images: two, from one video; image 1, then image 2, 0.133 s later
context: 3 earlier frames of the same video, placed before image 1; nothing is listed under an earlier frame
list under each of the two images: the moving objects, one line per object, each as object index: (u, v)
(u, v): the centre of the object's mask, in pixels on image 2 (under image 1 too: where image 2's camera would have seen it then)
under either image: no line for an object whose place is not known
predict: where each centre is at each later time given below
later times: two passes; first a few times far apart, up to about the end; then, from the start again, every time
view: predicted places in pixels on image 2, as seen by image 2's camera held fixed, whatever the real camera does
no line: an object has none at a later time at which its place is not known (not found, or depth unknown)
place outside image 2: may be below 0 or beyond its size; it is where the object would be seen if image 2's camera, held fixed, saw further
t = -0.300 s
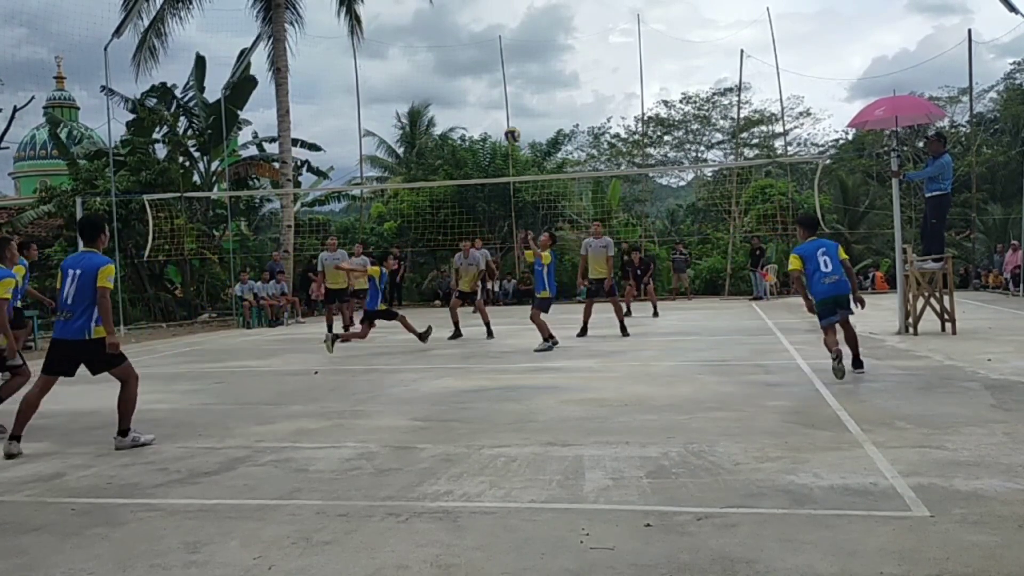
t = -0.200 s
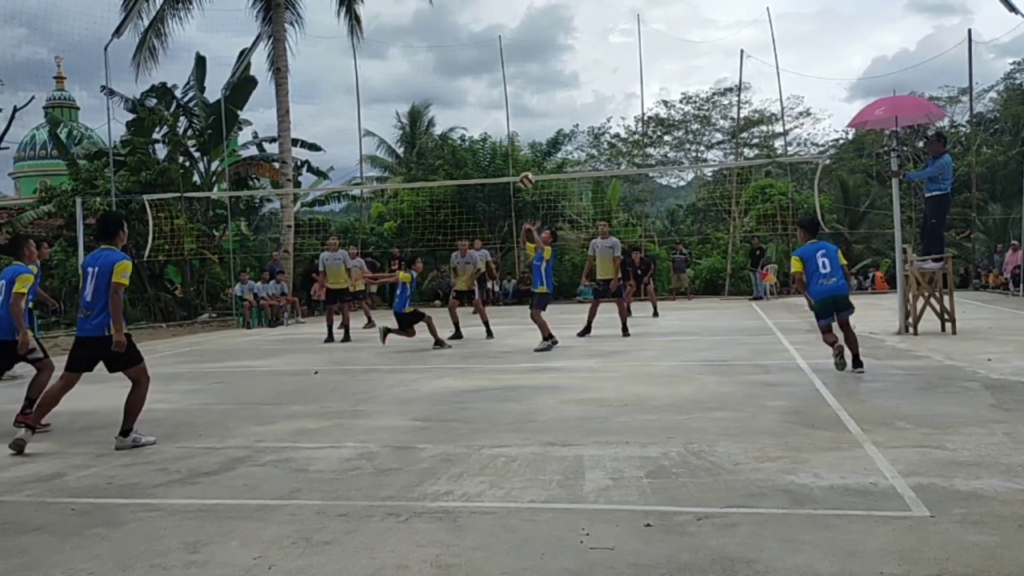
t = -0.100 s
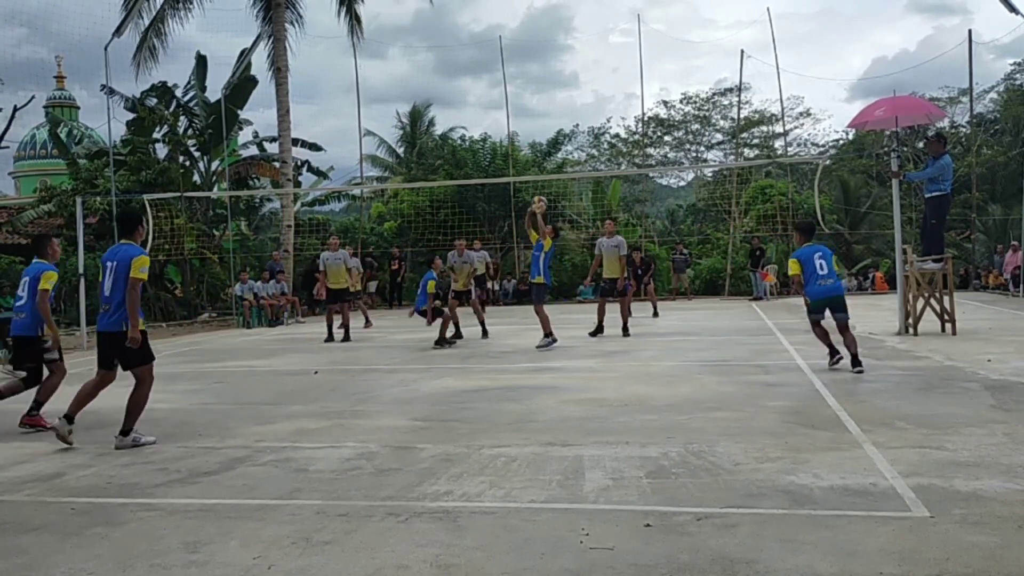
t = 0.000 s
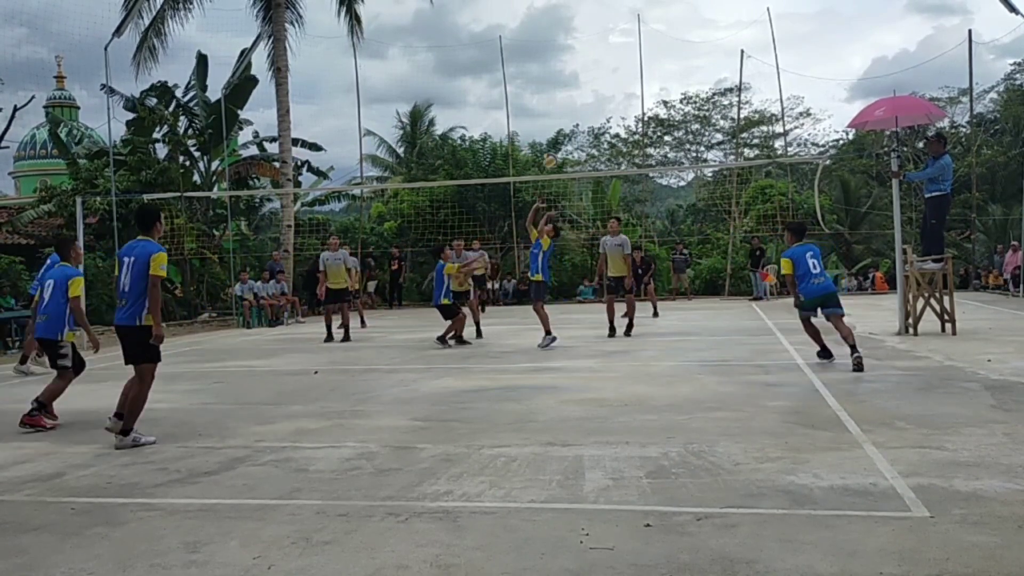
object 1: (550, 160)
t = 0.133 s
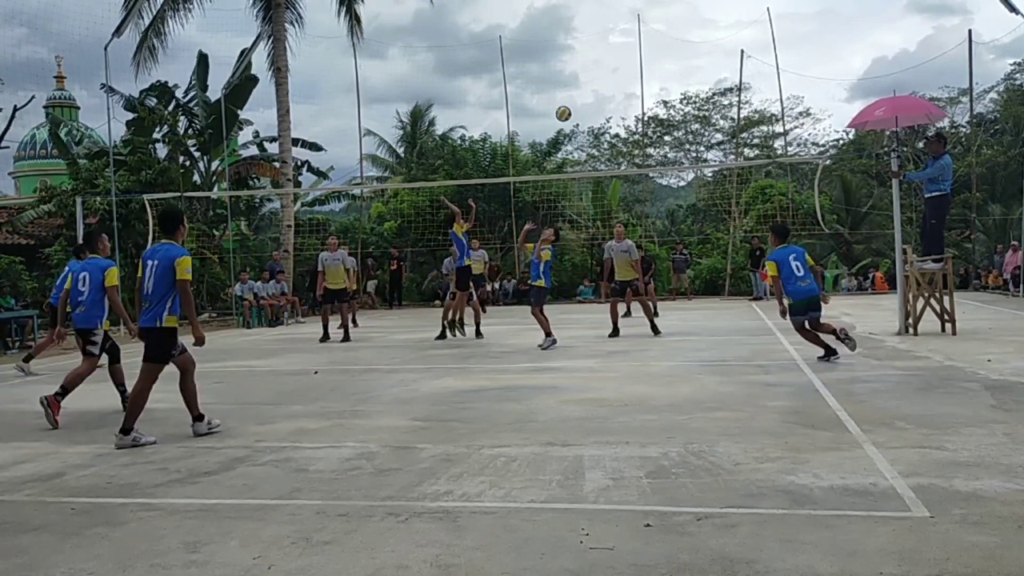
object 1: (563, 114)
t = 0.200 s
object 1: (570, 95)
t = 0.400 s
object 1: (591, 60)
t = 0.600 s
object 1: (613, 55)
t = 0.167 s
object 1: (566, 104)
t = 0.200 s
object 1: (570, 95)
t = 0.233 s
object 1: (574, 87)
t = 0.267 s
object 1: (577, 80)
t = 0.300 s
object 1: (581, 74)
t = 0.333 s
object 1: (584, 69)
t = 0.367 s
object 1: (588, 64)
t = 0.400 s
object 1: (591, 60)
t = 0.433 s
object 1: (595, 57)
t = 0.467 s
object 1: (598, 55)
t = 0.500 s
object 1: (602, 54)
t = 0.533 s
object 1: (605, 54)
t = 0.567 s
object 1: (609, 54)
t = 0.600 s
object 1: (613, 55)
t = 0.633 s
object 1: (616, 57)
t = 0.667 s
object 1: (620, 60)
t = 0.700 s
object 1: (623, 63)
